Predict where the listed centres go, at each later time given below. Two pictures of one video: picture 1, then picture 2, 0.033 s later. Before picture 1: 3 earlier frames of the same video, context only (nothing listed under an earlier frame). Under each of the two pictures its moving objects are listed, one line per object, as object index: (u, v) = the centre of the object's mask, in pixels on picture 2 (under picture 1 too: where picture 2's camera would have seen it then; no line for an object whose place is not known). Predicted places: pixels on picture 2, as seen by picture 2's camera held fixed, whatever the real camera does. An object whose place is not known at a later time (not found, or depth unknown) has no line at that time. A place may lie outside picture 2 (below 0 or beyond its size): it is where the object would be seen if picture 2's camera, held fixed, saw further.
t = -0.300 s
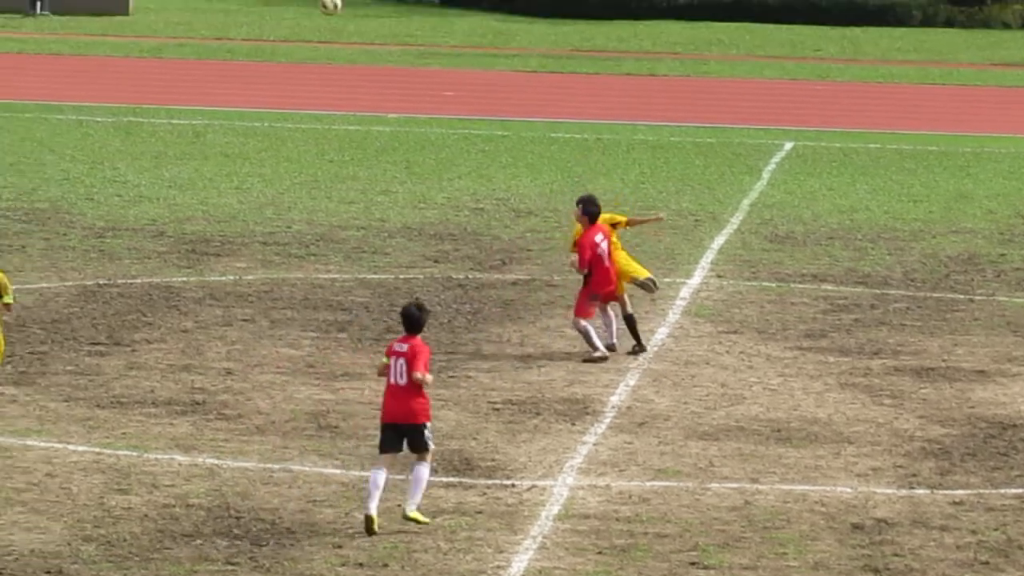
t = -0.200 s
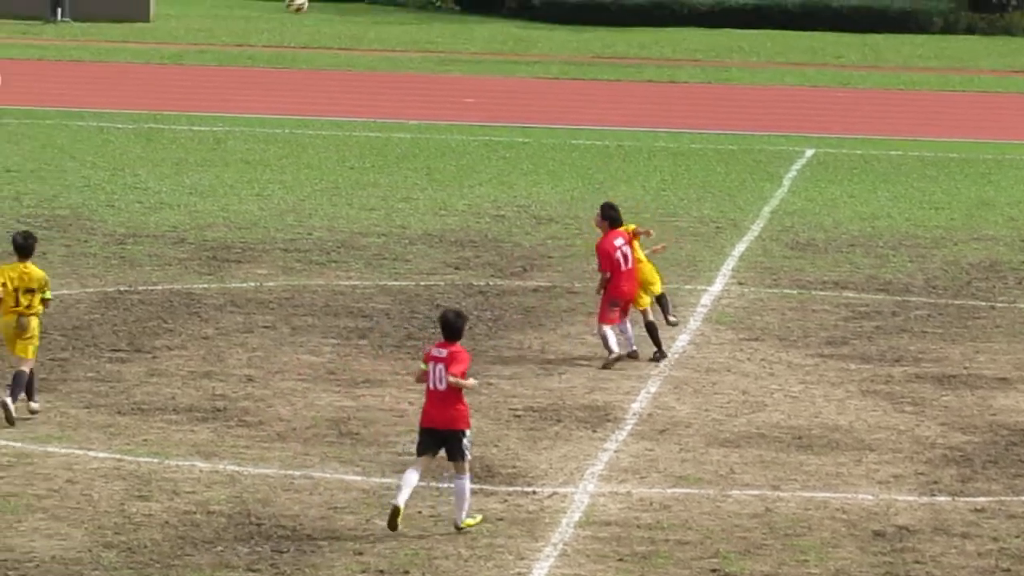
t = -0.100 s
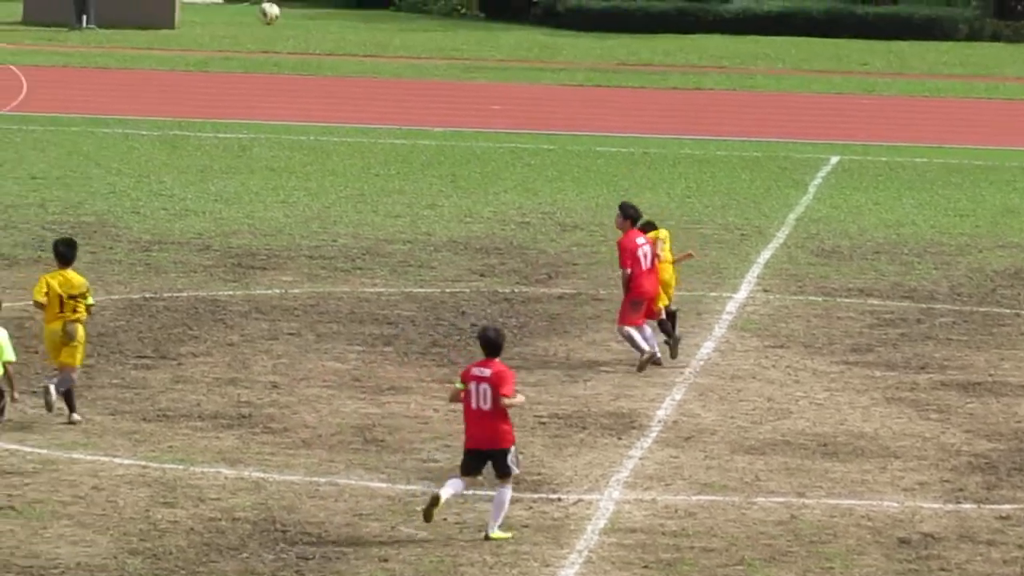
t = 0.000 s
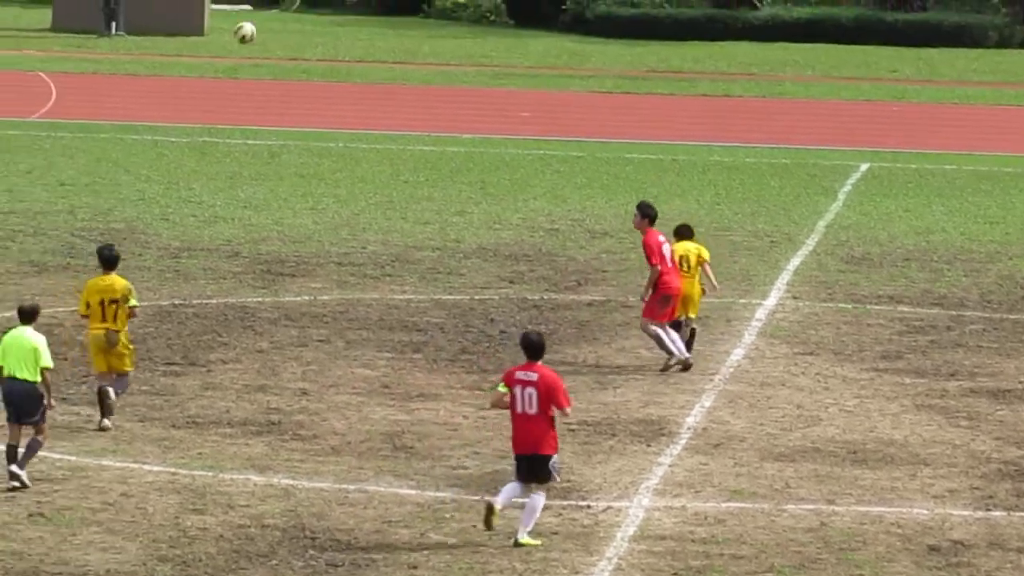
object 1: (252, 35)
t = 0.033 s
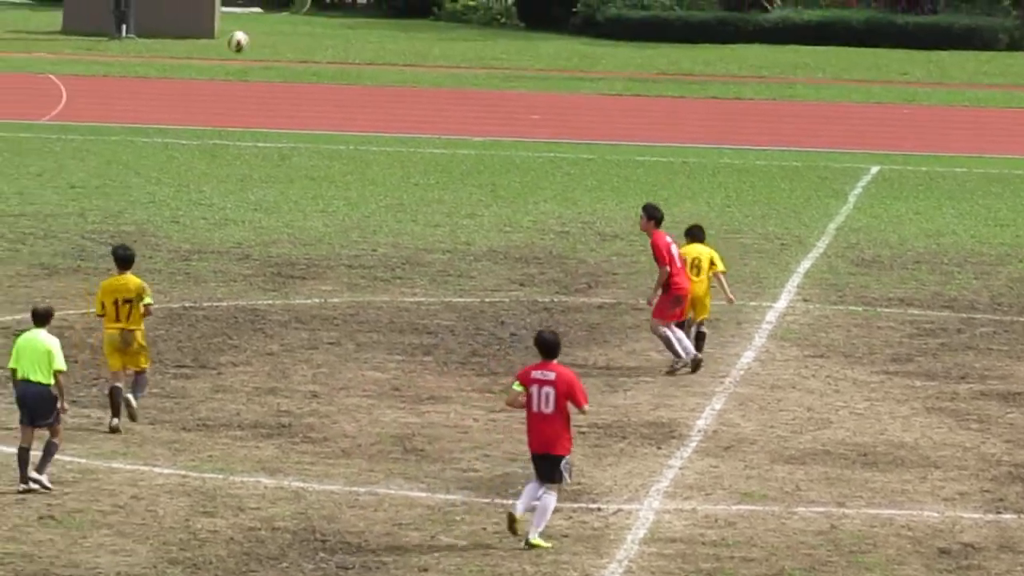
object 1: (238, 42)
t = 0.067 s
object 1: (224, 49)
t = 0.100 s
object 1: (208, 59)
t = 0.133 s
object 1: (193, 69)
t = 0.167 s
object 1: (178, 79)
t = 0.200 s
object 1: (162, 90)
